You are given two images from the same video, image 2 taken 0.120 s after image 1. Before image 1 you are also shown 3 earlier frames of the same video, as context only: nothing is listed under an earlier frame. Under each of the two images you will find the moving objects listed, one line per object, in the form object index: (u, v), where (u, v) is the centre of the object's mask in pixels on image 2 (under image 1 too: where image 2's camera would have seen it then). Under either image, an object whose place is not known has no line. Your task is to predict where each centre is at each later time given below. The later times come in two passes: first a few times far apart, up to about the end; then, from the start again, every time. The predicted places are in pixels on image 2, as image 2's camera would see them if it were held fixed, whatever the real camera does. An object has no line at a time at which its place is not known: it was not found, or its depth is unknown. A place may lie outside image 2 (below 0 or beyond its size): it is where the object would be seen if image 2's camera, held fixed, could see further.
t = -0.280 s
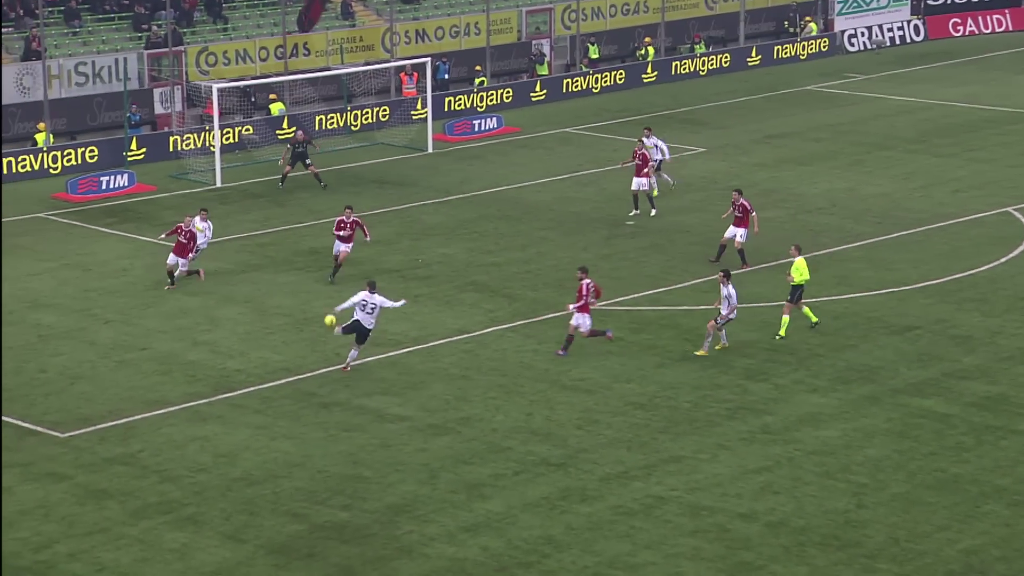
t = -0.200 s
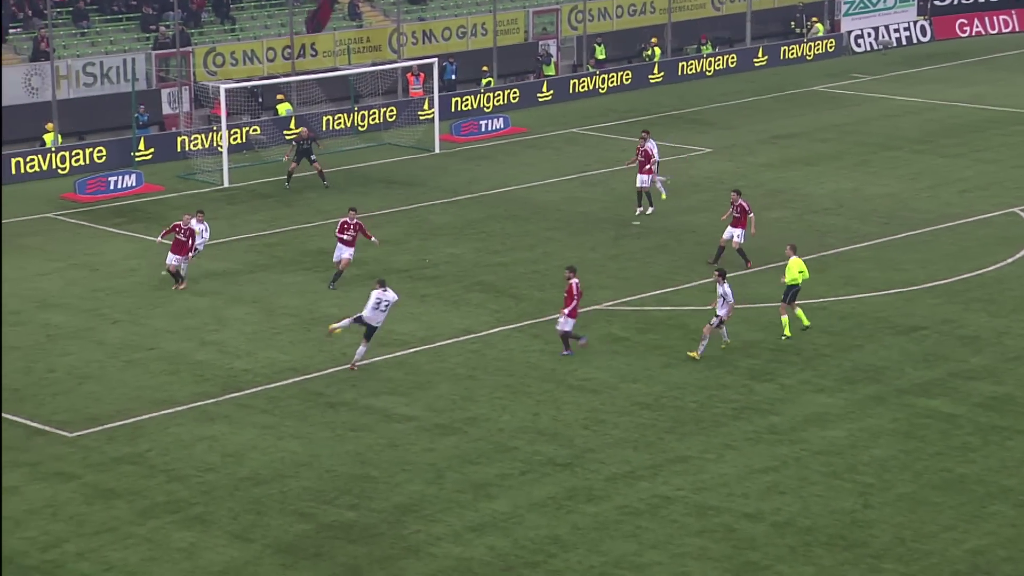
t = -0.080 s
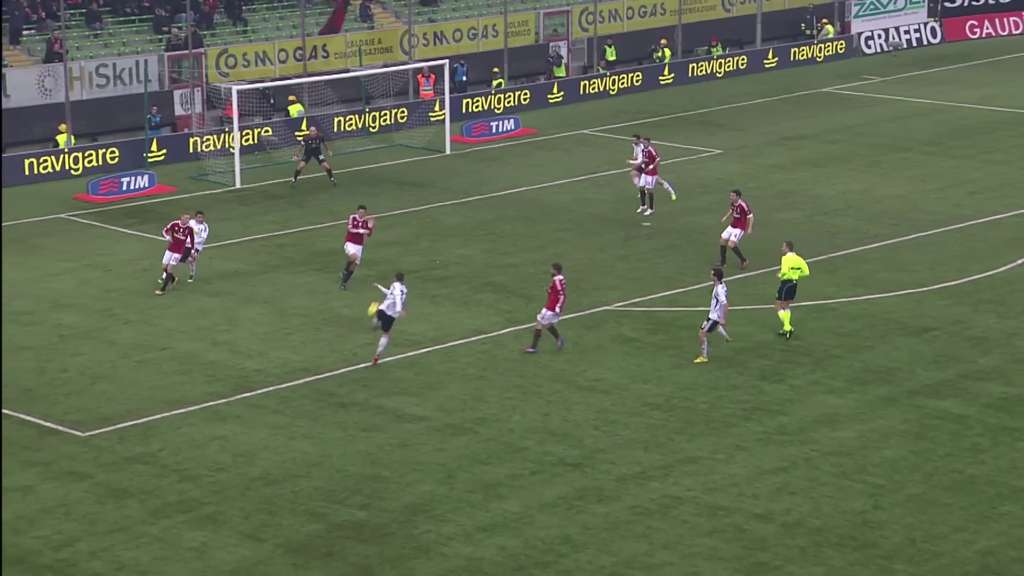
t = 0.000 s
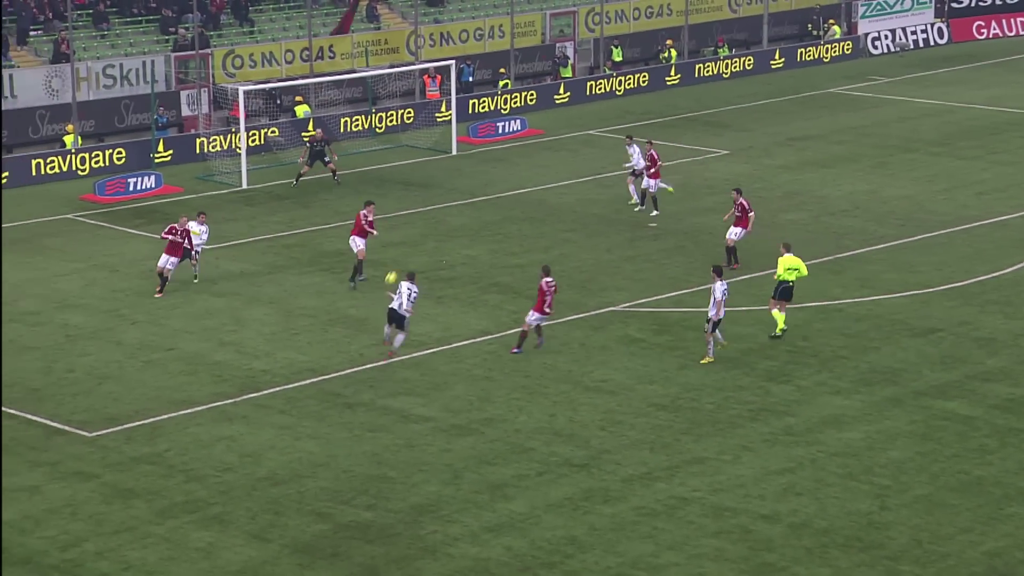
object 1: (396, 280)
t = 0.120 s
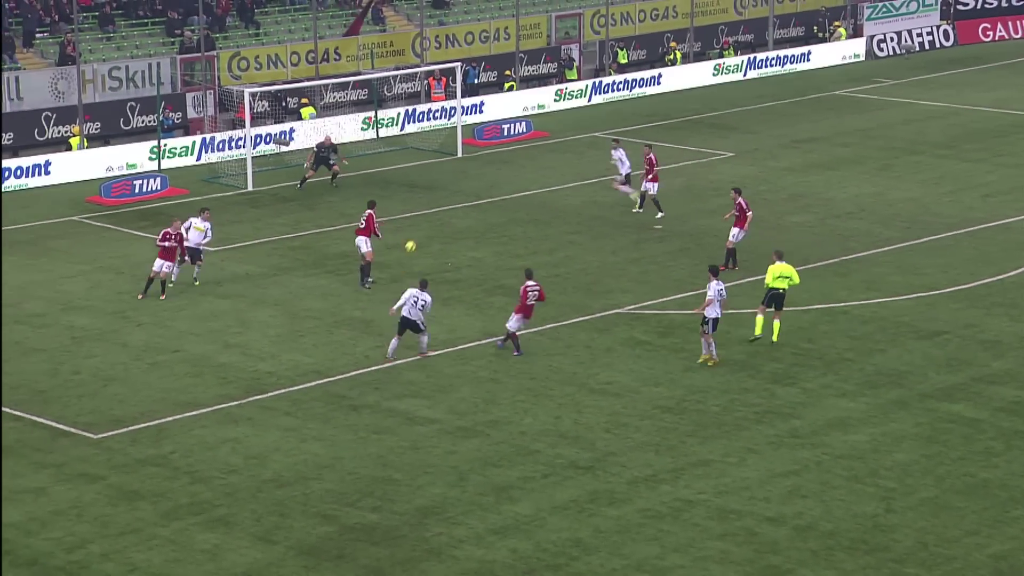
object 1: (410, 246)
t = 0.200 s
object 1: (417, 232)
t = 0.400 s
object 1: (429, 218)
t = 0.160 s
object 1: (414, 238)
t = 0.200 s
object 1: (417, 232)
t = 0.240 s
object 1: (420, 226)
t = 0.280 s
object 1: (423, 223)
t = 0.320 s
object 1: (425, 220)
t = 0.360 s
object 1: (428, 219)
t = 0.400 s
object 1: (429, 218)
